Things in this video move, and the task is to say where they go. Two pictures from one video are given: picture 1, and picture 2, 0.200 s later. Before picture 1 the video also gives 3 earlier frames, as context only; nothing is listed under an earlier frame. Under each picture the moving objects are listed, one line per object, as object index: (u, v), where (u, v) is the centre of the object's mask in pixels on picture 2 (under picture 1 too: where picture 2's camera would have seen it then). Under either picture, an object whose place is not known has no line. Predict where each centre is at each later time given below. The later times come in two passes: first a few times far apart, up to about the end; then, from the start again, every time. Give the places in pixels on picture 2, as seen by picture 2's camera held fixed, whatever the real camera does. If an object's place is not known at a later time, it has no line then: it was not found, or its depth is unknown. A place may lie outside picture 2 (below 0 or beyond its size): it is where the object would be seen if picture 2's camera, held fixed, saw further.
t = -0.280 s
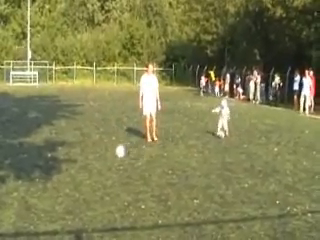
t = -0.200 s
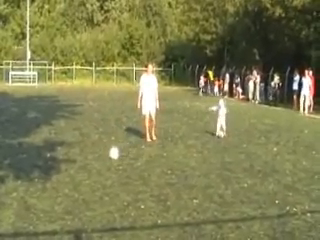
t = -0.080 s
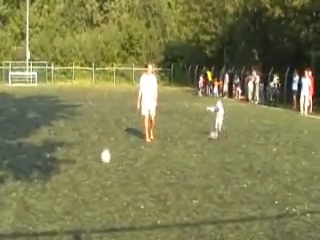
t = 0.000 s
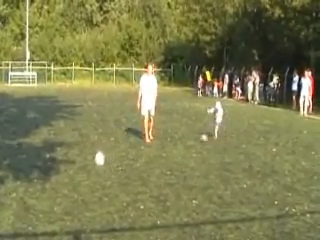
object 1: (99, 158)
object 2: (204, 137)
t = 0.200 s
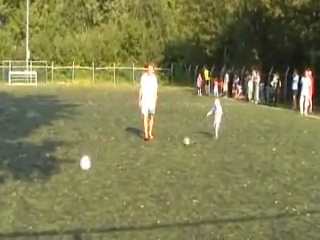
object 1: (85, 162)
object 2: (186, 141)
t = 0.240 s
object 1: (82, 164)
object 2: (183, 141)
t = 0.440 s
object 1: (66, 170)
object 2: (169, 144)
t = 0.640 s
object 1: (50, 176)
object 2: (155, 146)
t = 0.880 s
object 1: (28, 184)
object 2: (136, 151)
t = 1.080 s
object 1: (9, 190)
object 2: (120, 155)
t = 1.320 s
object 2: (102, 158)
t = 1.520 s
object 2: (85, 162)
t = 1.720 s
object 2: (69, 166)
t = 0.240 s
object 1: (82, 164)
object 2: (183, 141)
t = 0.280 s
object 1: (79, 165)
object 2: (181, 141)
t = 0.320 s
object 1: (76, 165)
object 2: (178, 142)
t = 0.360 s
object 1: (73, 167)
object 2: (174, 144)
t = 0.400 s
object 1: (69, 169)
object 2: (172, 143)
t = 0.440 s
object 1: (66, 170)
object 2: (169, 144)
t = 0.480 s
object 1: (63, 171)
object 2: (166, 144)
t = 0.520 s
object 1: (60, 172)
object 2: (163, 146)
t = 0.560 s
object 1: (57, 173)
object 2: (160, 146)
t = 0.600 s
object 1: (54, 175)
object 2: (157, 146)
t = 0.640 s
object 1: (50, 176)
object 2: (155, 146)
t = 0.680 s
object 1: (46, 178)
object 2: (151, 147)
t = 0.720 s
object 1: (43, 179)
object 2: (148, 149)
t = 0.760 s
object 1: (39, 180)
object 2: (145, 149)
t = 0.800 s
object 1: (36, 181)
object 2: (142, 149)
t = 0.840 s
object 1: (32, 182)
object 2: (139, 150)
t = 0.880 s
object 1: (28, 184)
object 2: (136, 151)
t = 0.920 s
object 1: (25, 185)
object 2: (133, 152)
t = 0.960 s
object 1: (21, 186)
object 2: (130, 153)
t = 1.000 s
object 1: (17, 188)
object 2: (127, 153)
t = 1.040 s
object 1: (13, 189)
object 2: (123, 154)
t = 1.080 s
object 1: (9, 190)
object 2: (120, 155)
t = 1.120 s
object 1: (4, 191)
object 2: (117, 155)
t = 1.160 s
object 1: (1, 193)
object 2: (114, 156)
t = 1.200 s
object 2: (111, 157)
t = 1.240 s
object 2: (108, 157)
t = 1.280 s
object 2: (105, 158)
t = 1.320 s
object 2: (102, 158)
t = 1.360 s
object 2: (98, 160)
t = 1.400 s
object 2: (95, 160)
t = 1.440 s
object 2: (92, 160)
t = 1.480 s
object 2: (88, 161)
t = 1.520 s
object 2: (85, 162)
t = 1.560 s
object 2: (83, 162)
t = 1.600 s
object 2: (79, 163)
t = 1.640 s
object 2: (76, 164)
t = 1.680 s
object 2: (73, 165)
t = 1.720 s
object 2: (69, 166)
